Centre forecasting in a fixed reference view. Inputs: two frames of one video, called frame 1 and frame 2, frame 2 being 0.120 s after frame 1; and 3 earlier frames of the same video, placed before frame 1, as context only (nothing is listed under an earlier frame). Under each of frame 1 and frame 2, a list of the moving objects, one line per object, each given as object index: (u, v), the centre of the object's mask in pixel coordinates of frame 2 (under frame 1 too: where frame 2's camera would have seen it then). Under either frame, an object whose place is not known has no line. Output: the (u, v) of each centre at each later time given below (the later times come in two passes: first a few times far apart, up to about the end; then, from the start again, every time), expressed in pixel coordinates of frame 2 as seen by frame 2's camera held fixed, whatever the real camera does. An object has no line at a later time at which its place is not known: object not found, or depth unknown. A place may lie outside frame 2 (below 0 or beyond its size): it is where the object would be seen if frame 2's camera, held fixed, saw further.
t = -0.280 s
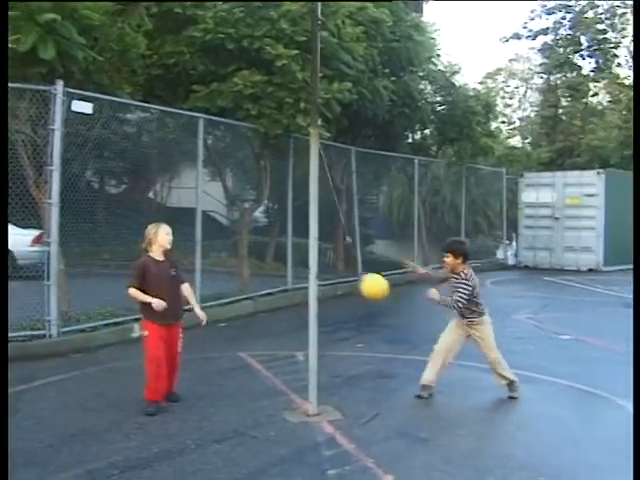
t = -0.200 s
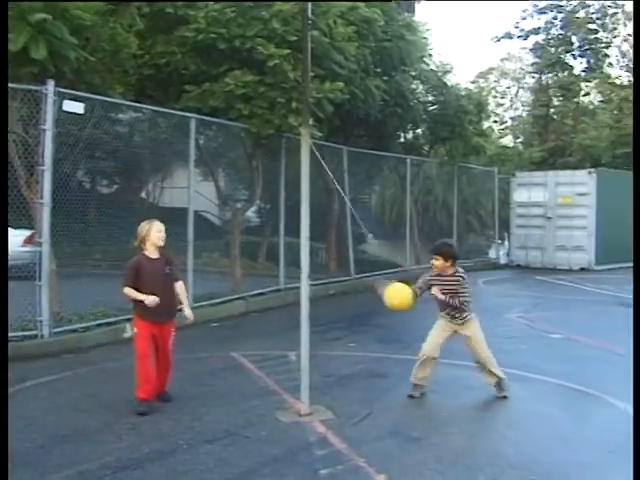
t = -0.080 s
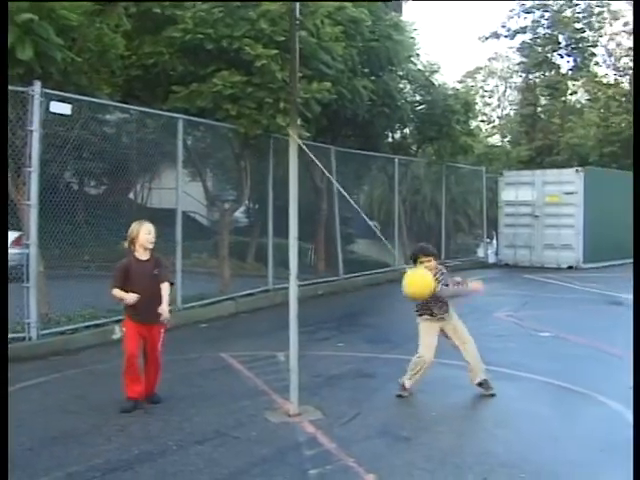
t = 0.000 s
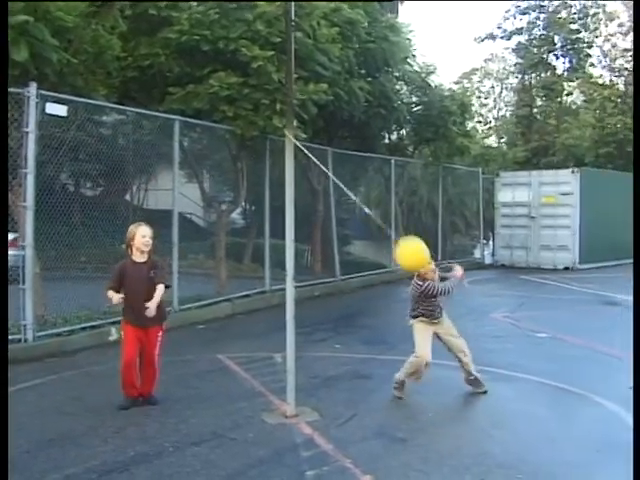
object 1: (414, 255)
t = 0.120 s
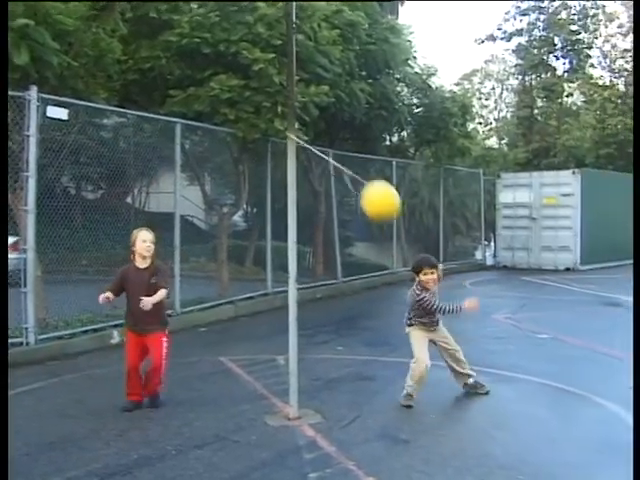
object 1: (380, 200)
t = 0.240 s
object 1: (321, 147)
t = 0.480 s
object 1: (187, 119)
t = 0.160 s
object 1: (364, 181)
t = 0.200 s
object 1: (344, 162)
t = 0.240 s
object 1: (321, 147)
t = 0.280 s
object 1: (297, 134)
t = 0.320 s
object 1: (274, 123)
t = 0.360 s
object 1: (250, 118)
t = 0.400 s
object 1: (228, 116)
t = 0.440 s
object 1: (207, 116)
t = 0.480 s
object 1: (187, 119)
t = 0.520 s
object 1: (169, 125)
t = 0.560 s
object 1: (152, 133)
